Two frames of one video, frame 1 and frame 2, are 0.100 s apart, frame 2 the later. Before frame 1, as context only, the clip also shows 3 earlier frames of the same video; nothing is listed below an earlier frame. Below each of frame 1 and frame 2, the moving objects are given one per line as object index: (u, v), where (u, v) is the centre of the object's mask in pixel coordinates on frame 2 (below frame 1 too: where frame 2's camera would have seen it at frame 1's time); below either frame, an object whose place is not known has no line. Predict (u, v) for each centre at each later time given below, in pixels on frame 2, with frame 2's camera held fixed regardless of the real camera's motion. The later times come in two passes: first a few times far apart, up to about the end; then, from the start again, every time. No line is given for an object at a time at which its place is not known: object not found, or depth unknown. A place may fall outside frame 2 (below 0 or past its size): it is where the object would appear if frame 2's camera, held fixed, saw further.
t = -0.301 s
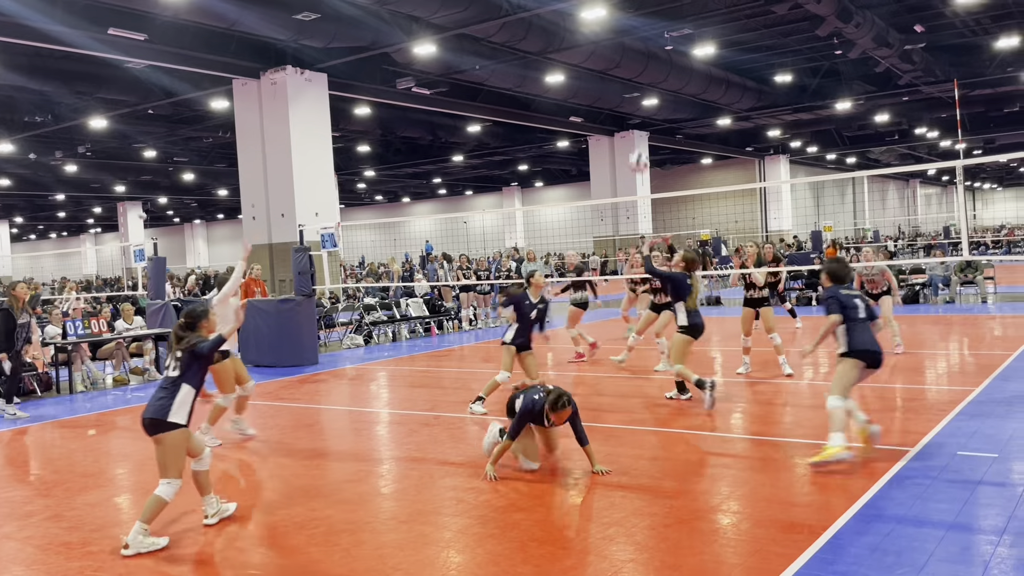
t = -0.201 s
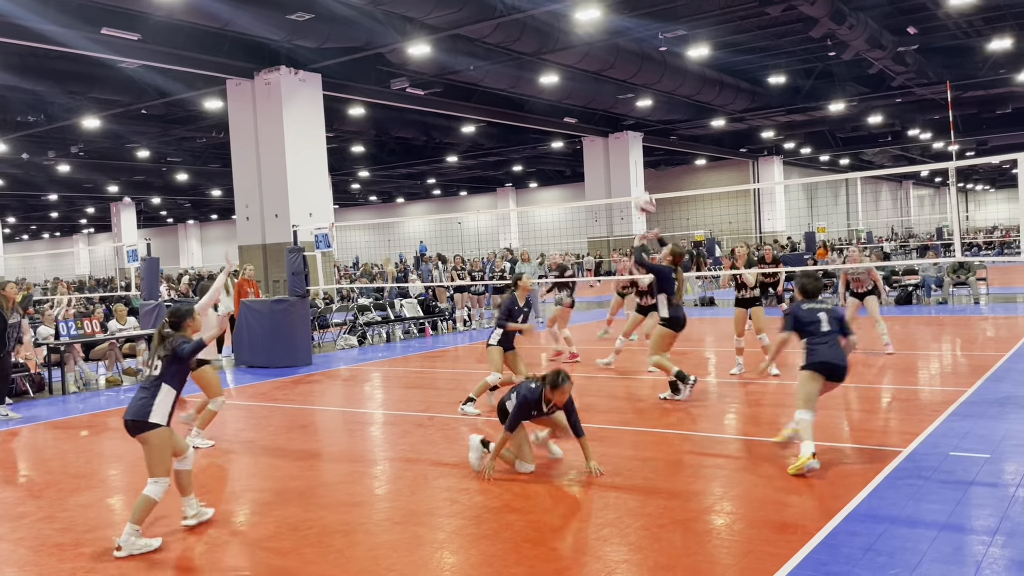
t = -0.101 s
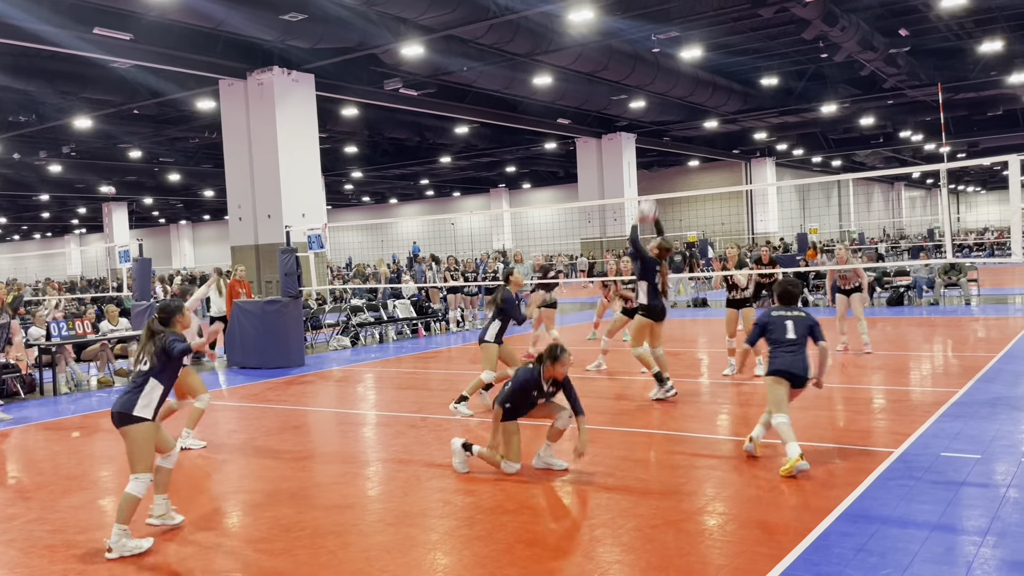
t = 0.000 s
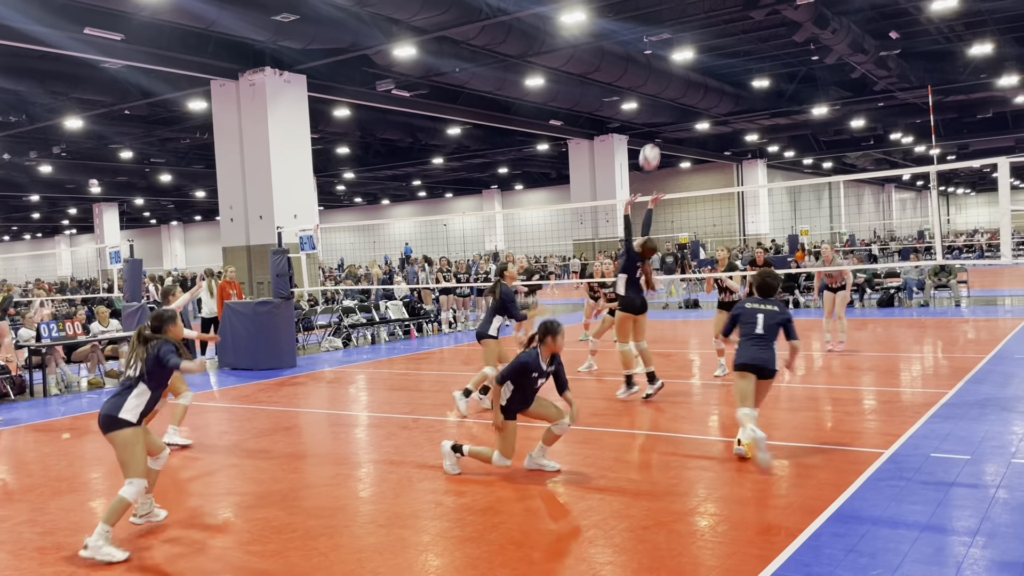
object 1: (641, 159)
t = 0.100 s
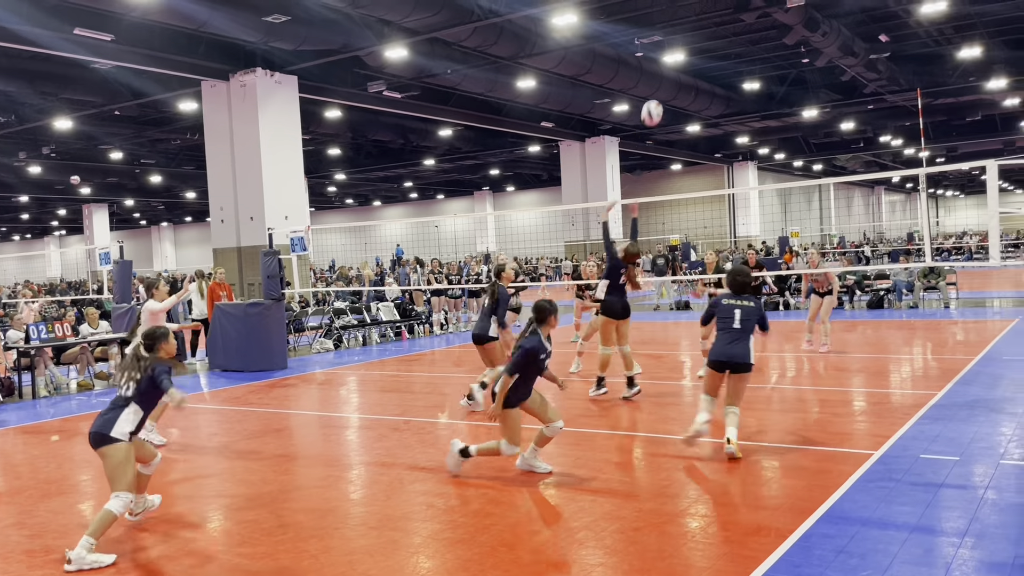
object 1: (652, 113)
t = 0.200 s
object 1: (663, 76)
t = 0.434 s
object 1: (691, 28)
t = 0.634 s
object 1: (717, 29)
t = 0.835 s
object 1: (744, 72)
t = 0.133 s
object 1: (655, 100)
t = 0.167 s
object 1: (659, 88)
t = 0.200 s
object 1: (663, 76)
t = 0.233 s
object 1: (667, 67)
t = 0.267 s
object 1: (671, 57)
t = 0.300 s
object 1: (676, 48)
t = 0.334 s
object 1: (679, 42)
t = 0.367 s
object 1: (683, 36)
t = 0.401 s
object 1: (687, 31)
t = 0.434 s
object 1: (691, 28)
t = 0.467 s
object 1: (696, 25)
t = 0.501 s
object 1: (700, 24)
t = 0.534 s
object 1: (704, 23)
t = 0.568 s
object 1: (709, 24)
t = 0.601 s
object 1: (713, 26)
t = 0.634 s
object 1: (717, 29)
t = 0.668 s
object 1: (722, 34)
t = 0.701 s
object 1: (726, 39)
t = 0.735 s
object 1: (731, 46)
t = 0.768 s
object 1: (735, 53)
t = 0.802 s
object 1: (740, 62)
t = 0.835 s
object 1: (744, 72)
